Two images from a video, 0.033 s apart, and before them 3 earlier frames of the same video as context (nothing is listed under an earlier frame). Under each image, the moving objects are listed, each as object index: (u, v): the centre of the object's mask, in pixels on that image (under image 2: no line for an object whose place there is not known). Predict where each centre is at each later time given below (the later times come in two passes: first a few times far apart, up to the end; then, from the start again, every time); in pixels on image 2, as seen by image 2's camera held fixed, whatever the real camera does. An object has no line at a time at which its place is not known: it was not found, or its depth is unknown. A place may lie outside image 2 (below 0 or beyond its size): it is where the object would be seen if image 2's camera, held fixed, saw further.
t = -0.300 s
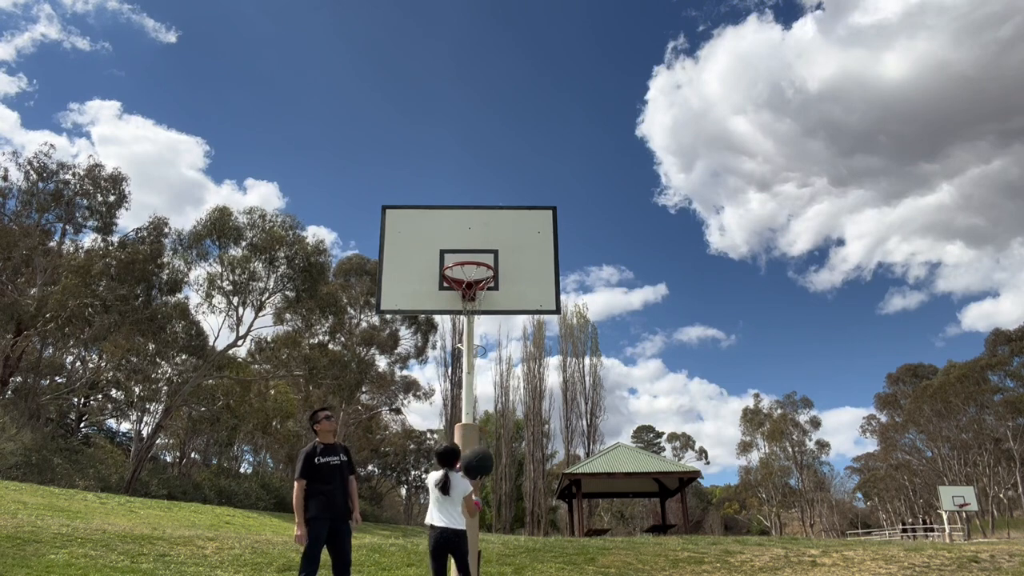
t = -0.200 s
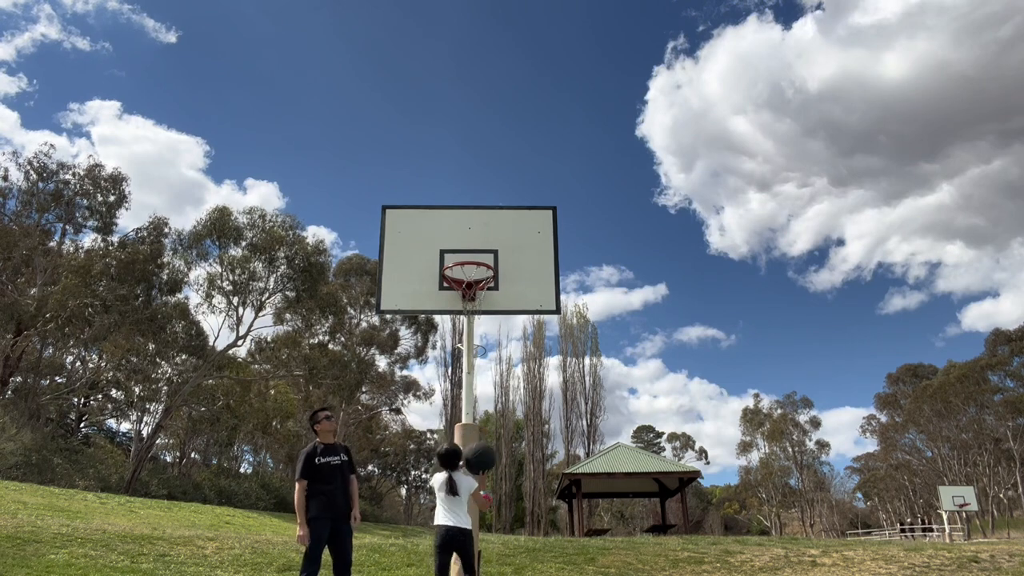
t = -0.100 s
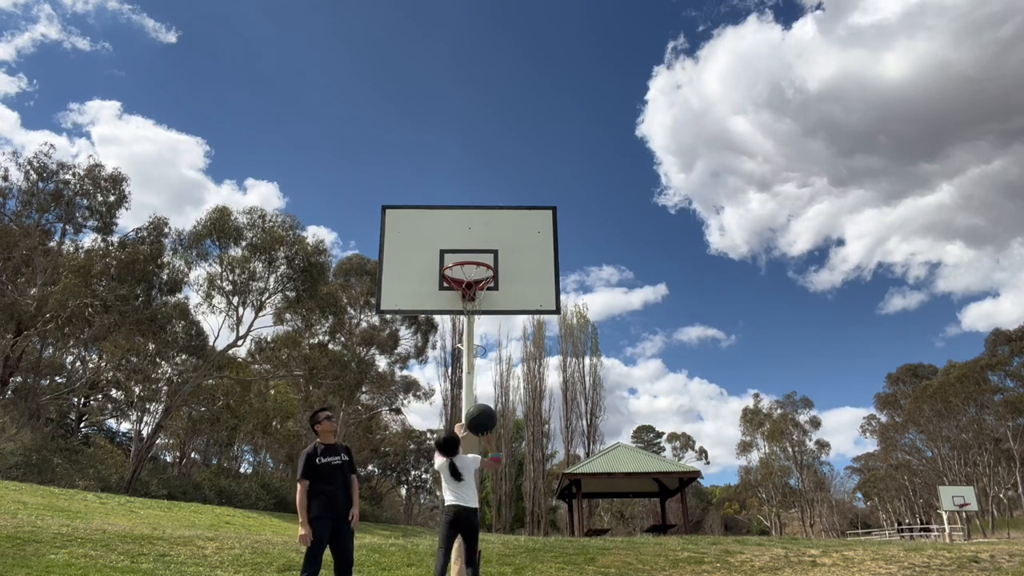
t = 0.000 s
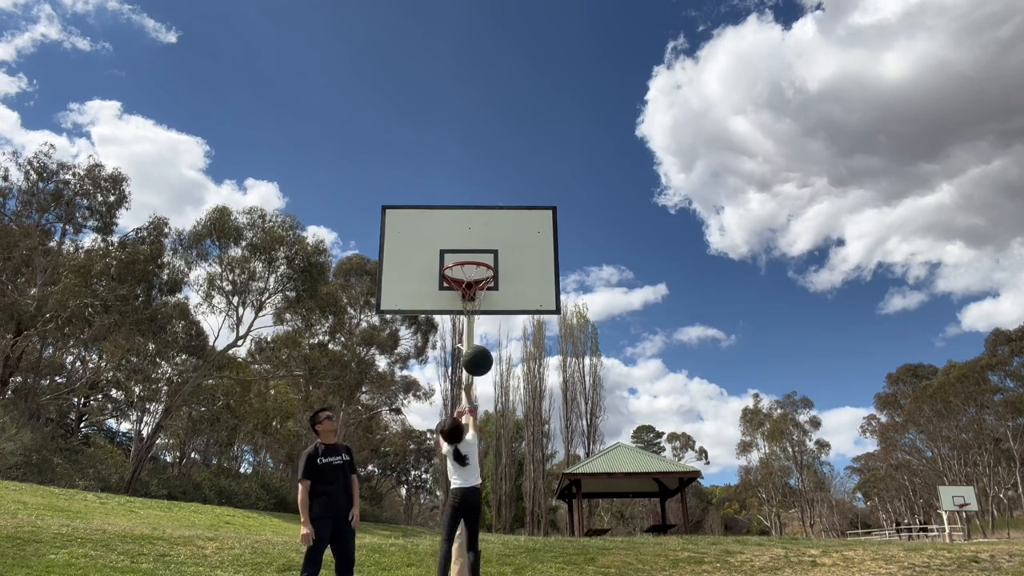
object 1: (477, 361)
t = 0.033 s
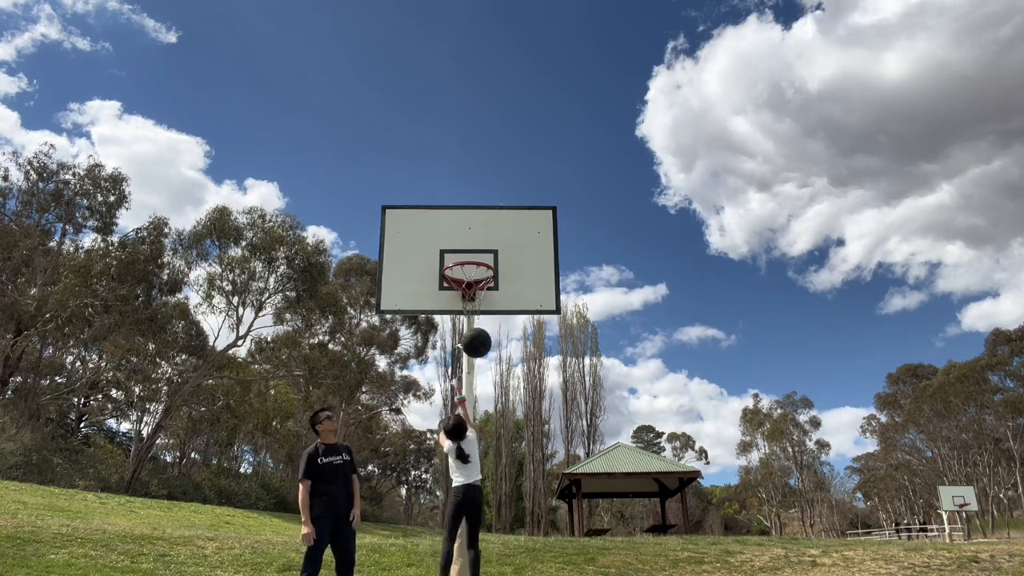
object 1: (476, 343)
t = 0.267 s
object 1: (468, 260)
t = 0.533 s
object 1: (458, 243)
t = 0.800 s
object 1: (443, 256)
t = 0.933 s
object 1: (432, 282)
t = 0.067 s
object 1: (475, 326)
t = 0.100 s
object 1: (474, 311)
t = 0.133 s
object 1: (472, 299)
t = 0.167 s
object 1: (472, 287)
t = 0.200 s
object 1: (470, 275)
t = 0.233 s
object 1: (469, 267)
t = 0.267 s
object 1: (468, 260)
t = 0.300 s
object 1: (467, 253)
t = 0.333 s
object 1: (465, 249)
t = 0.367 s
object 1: (464, 245)
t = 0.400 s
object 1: (463, 242)
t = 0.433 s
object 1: (462, 241)
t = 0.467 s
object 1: (461, 240)
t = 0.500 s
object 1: (459, 241)
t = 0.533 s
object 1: (458, 243)
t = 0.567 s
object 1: (457, 245)
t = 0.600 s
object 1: (456, 249)
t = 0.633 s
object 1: (454, 250)
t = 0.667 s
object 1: (452, 249)
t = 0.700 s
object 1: (449, 249)
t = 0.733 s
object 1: (447, 250)
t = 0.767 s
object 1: (445, 252)
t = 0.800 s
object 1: (443, 256)
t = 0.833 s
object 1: (440, 260)
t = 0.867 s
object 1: (438, 266)
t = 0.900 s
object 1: (435, 273)
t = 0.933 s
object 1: (432, 282)
